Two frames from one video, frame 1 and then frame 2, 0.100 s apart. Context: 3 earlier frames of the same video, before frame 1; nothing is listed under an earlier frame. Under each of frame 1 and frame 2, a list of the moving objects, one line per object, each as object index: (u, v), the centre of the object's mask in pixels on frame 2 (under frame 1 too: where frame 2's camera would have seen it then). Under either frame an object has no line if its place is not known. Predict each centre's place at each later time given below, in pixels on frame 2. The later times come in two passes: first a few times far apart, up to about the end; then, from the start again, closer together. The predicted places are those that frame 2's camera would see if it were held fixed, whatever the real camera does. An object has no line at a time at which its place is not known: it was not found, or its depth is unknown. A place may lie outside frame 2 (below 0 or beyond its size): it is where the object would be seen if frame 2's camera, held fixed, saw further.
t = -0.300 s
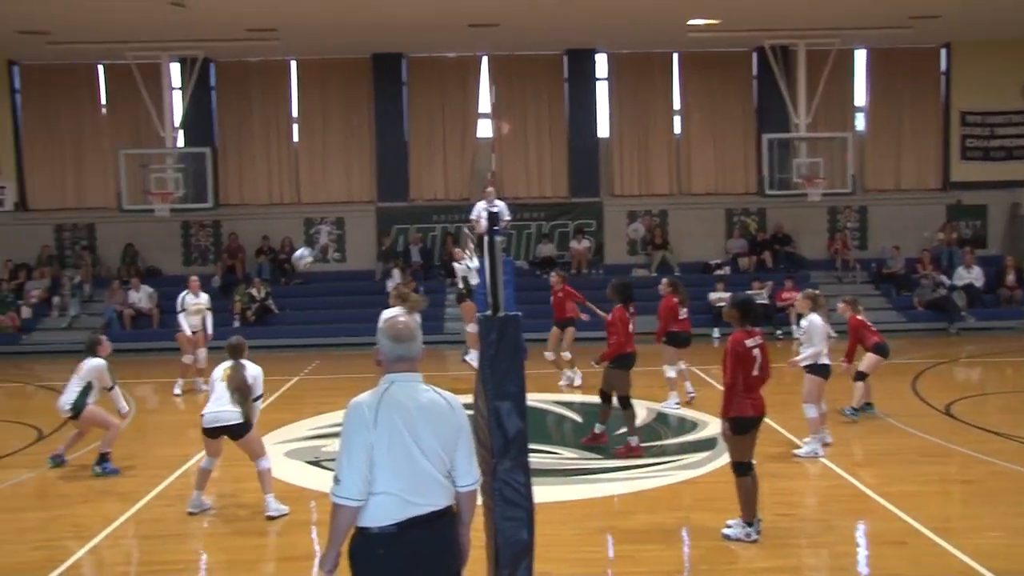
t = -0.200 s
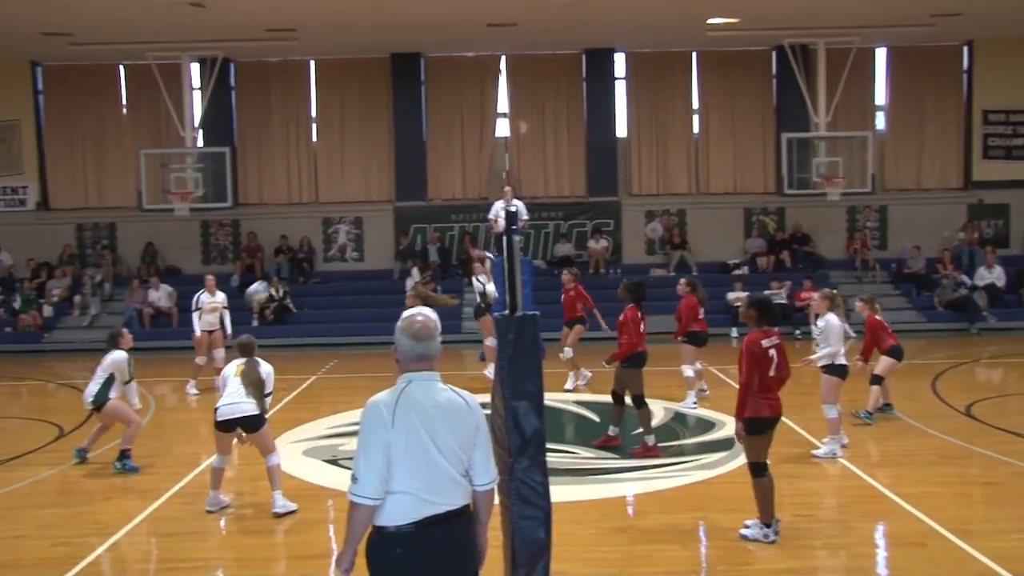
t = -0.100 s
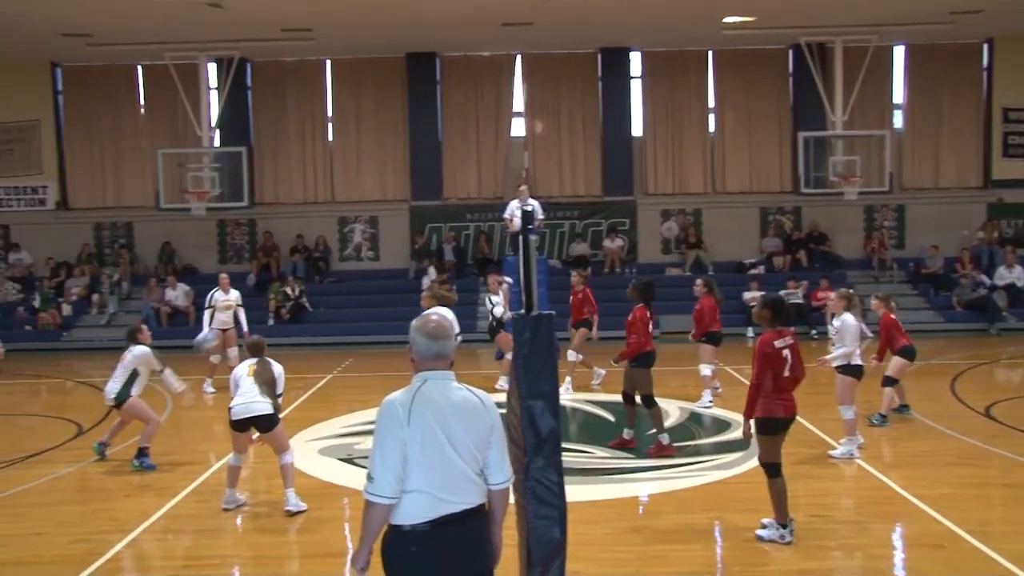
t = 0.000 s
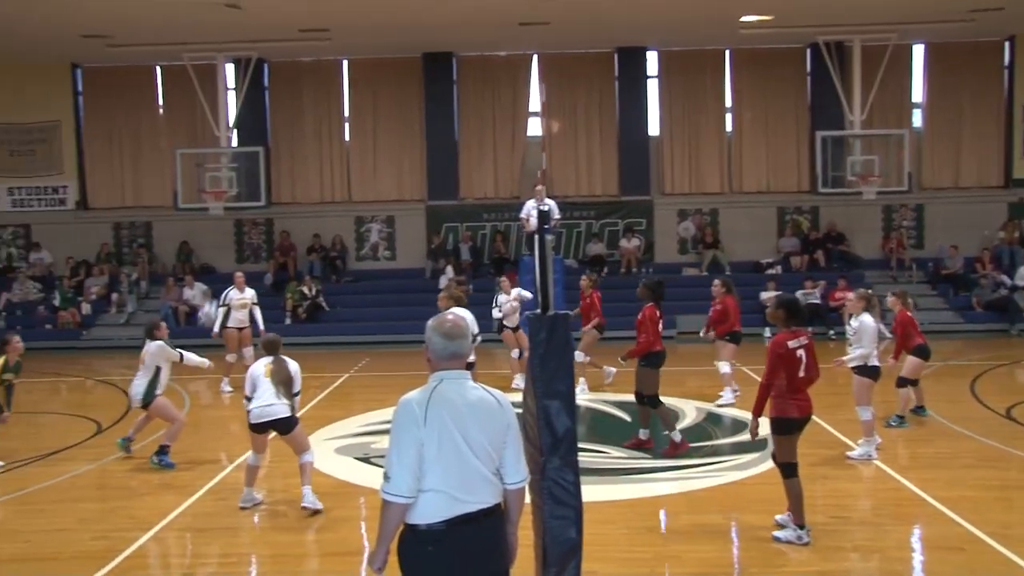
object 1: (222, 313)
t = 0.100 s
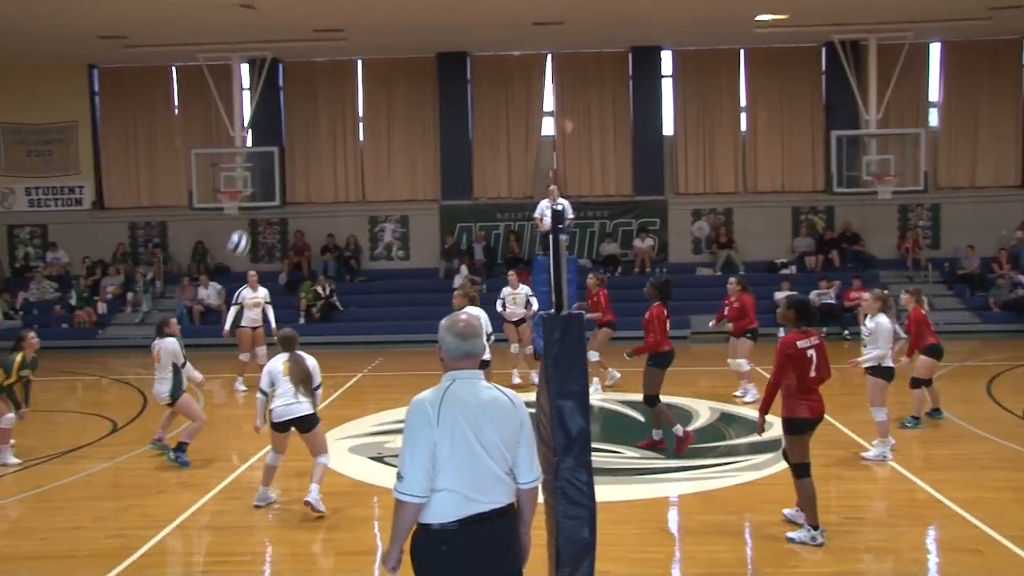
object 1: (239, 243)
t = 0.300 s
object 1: (274, 130)
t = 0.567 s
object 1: (321, 35)
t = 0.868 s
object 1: (383, 15)
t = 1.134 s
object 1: (446, 88)
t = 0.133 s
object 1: (244, 223)
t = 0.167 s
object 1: (250, 203)
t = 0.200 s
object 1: (256, 183)
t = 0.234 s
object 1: (263, 164)
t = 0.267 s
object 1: (268, 147)
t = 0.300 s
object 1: (274, 130)
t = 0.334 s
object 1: (279, 117)
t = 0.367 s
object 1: (285, 101)
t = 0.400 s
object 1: (292, 88)
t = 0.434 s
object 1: (298, 75)
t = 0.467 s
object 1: (303, 64)
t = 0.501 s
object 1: (309, 54)
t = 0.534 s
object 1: (316, 45)
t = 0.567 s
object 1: (321, 35)
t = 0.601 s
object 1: (328, 29)
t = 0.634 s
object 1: (334, 22)
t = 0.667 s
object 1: (341, 18)
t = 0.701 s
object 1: (348, 14)
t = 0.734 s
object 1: (355, 13)
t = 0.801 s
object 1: (369, 12)
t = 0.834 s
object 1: (375, 12)
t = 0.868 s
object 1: (383, 15)
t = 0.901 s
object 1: (390, 19)
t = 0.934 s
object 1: (398, 25)
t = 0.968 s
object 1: (404, 31)
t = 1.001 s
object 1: (412, 40)
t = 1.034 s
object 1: (420, 50)
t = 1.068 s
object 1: (428, 61)
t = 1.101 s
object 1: (436, 74)
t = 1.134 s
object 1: (446, 88)
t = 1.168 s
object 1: (454, 105)
